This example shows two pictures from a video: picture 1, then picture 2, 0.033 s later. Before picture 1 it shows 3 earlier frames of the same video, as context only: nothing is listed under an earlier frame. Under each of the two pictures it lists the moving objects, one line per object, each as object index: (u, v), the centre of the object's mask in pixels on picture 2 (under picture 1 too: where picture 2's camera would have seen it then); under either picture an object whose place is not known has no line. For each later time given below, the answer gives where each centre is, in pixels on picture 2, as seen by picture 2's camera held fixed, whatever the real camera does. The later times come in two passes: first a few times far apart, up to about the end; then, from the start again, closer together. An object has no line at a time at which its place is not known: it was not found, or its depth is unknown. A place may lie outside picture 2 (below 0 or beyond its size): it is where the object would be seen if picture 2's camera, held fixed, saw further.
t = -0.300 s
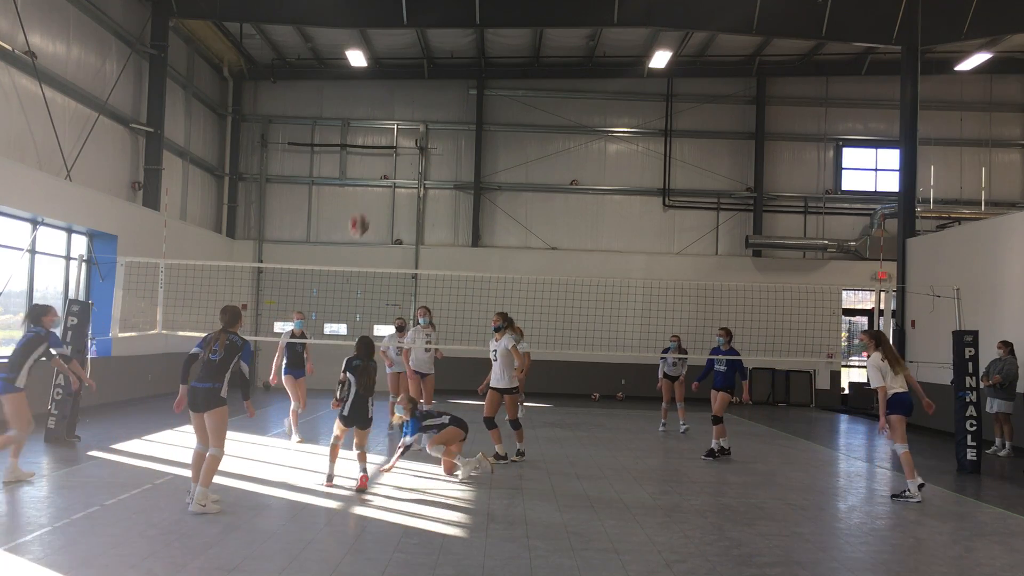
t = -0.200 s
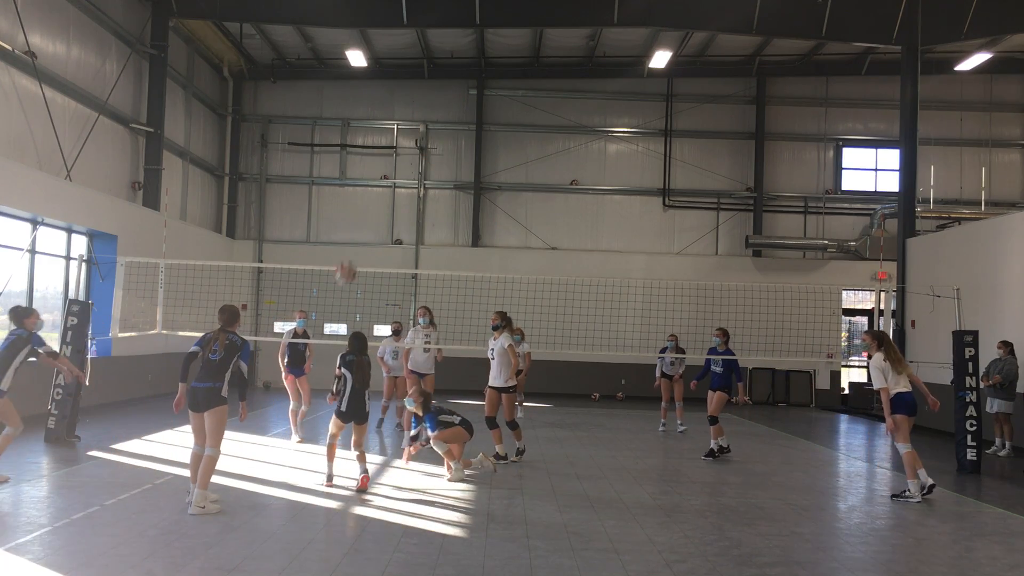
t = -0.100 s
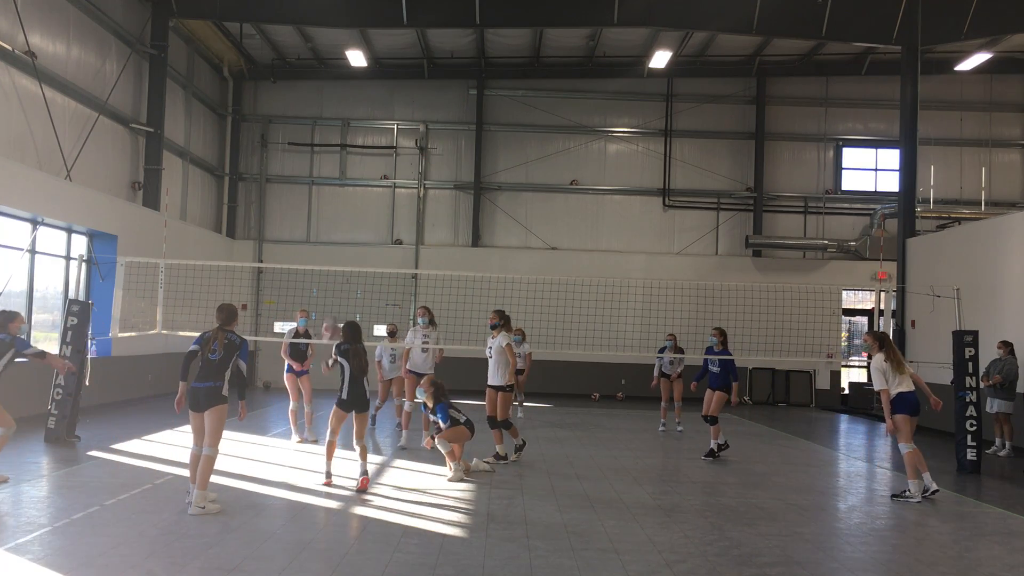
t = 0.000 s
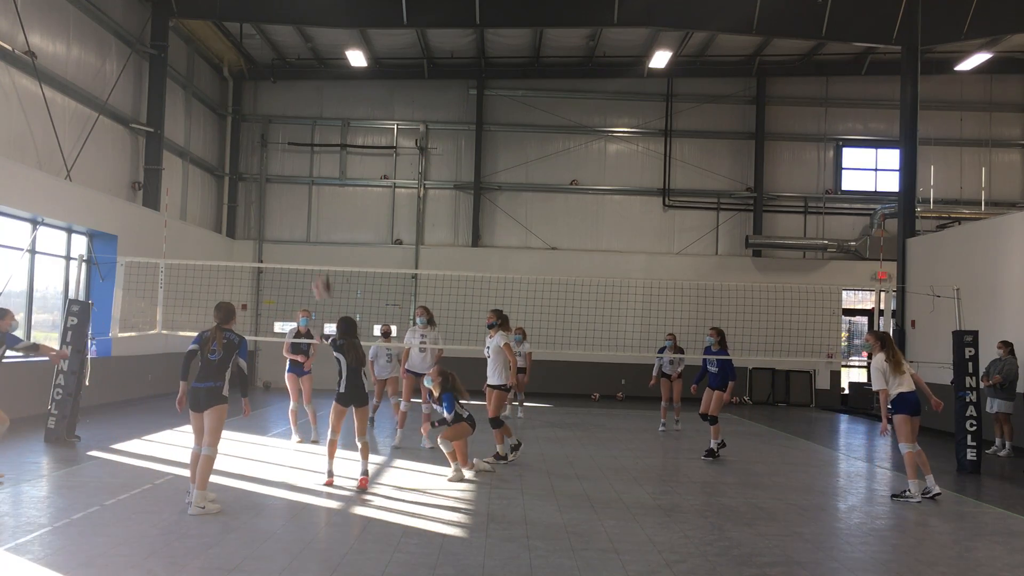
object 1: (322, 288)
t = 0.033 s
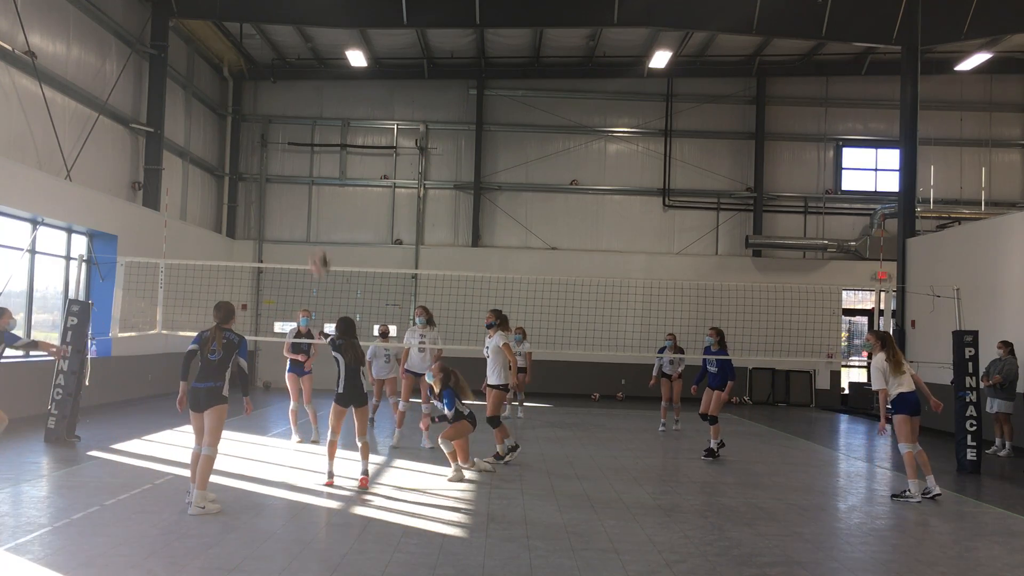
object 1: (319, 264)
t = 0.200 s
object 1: (305, 165)
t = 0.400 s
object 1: (289, 86)
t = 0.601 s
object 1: (271, 46)
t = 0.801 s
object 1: (253, 45)
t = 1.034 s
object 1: (230, 90)
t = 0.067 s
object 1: (316, 242)
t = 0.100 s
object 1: (313, 221)
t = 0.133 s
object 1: (310, 200)
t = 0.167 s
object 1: (307, 183)
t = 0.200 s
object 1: (305, 165)
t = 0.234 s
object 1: (301, 149)
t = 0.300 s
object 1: (297, 120)
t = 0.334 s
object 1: (294, 108)
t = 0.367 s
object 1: (291, 96)
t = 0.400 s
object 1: (289, 86)
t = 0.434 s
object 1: (286, 76)
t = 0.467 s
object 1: (283, 68)
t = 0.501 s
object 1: (280, 61)
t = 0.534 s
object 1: (278, 55)
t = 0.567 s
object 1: (275, 50)
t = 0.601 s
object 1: (271, 46)
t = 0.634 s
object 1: (268, 43)
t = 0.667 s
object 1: (265, 41)
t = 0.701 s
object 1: (262, 41)
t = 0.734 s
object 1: (259, 41)
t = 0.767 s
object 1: (256, 43)
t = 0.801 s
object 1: (253, 45)
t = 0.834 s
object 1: (250, 49)
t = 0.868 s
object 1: (247, 53)
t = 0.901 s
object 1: (243, 58)
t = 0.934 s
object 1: (240, 65)
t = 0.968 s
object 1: (236, 72)
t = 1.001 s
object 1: (234, 80)
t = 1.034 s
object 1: (230, 90)
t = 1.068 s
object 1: (227, 101)
